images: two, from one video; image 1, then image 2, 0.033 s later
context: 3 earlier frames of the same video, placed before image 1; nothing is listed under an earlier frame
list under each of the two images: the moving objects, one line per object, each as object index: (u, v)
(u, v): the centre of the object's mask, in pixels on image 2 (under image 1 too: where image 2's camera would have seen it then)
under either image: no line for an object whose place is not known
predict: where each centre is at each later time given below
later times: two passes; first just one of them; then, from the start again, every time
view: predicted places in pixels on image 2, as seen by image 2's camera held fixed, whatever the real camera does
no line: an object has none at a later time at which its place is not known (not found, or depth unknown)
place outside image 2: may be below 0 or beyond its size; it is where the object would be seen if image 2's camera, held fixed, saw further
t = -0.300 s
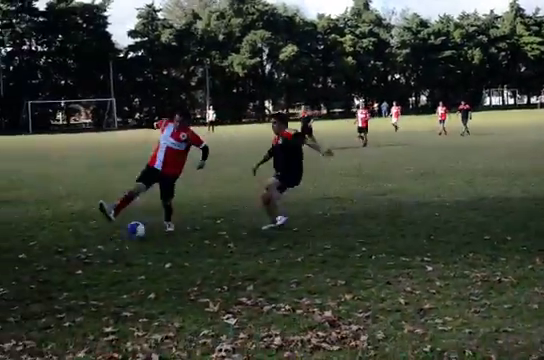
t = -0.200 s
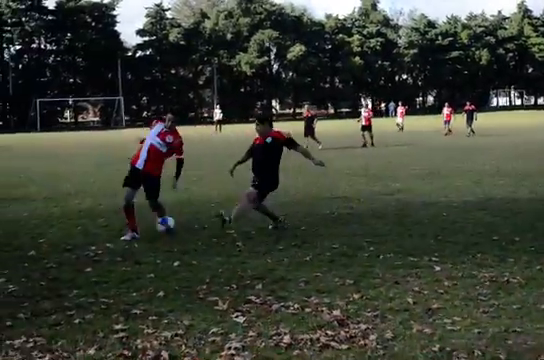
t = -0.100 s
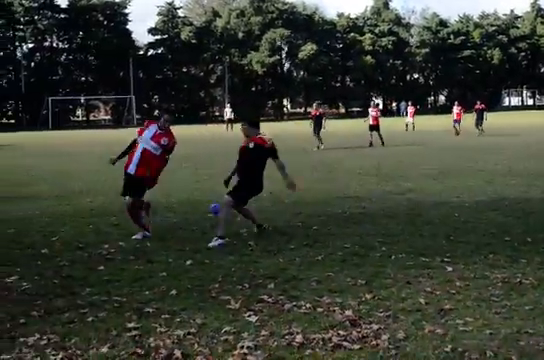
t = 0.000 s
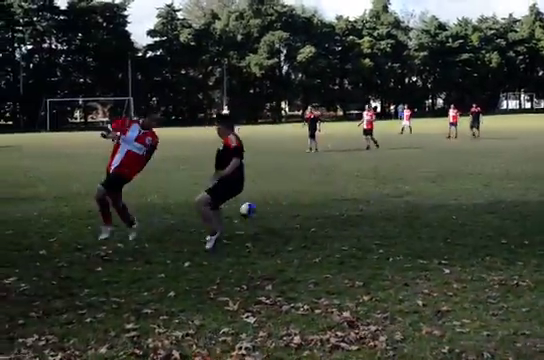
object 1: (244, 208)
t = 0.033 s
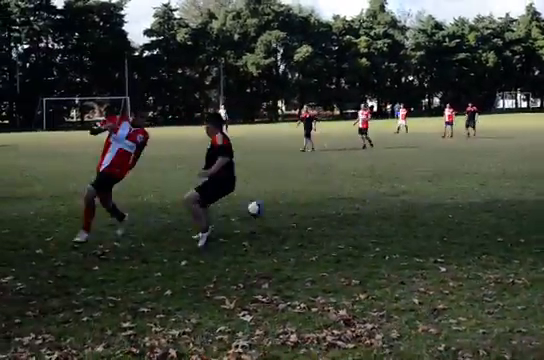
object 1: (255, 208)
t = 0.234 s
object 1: (304, 198)
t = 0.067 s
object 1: (266, 207)
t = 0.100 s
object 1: (273, 205)
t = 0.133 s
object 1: (281, 202)
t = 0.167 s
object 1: (289, 200)
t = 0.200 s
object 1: (296, 199)
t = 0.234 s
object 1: (304, 198)
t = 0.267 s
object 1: (311, 198)
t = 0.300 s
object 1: (318, 200)
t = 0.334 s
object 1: (323, 199)
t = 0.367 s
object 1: (328, 196)
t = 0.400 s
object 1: (332, 194)
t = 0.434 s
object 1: (338, 193)
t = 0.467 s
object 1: (344, 193)
